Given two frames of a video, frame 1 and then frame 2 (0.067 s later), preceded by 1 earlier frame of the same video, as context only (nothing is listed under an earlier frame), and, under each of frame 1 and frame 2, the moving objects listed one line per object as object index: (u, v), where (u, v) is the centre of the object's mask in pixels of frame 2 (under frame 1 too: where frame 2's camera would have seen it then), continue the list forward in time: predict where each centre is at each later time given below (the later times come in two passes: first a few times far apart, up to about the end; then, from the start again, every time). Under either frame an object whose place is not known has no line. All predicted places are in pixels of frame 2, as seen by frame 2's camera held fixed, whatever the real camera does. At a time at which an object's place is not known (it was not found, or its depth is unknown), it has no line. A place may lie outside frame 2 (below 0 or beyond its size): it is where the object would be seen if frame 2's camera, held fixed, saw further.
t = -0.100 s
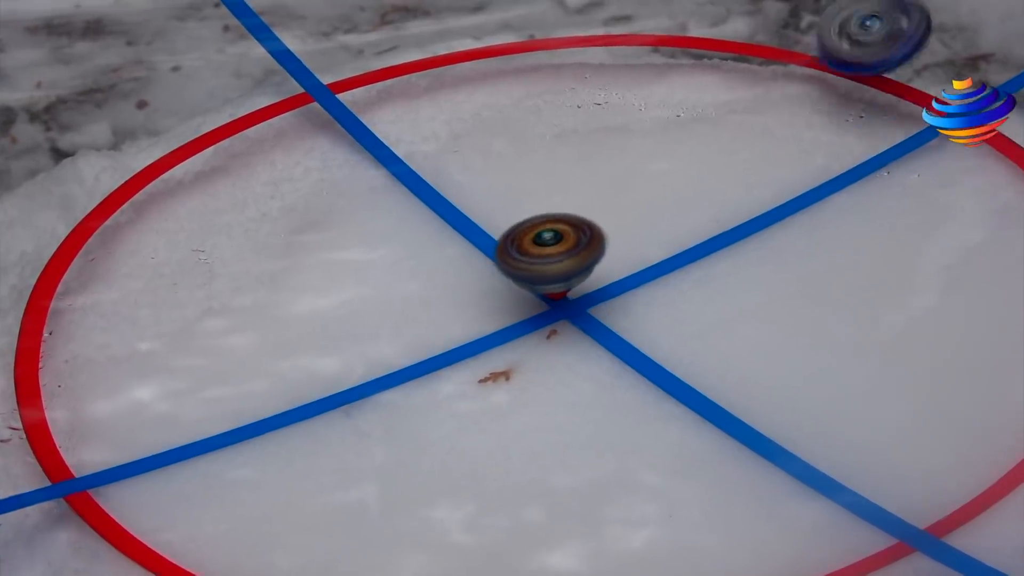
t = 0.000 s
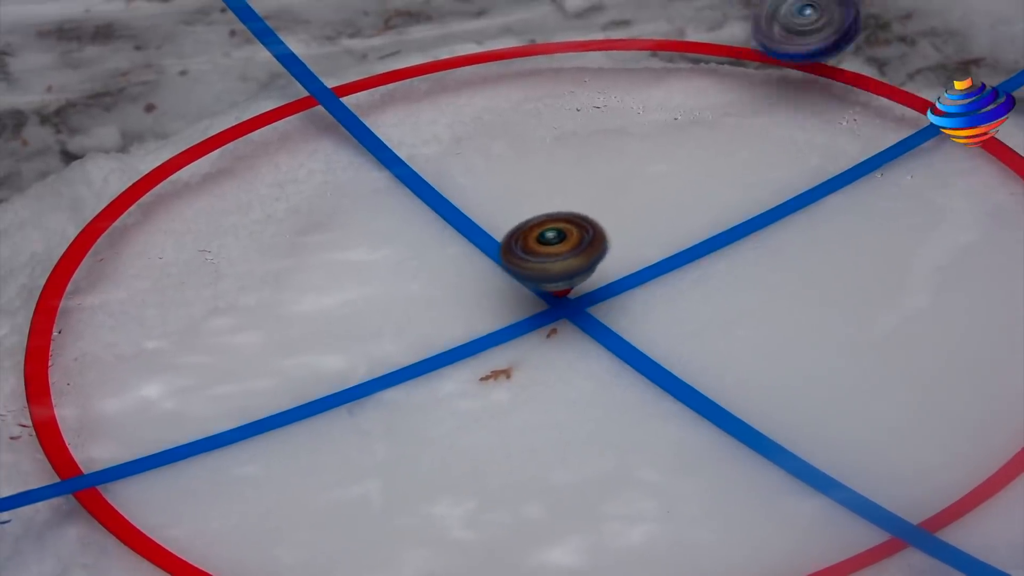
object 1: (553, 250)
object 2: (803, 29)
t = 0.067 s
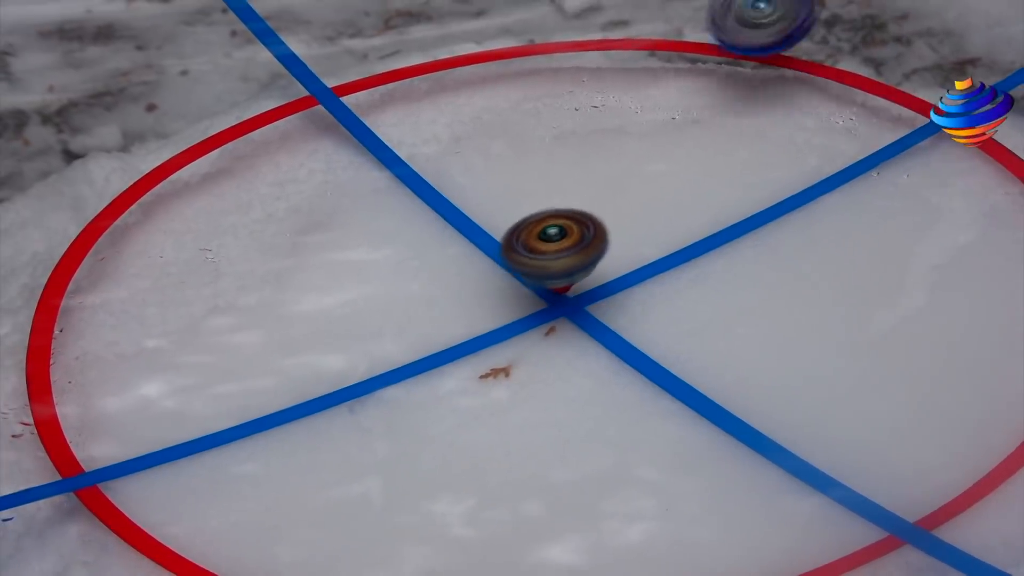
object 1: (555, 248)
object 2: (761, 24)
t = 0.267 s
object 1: (557, 242)
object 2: (629, 24)
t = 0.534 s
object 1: (557, 231)
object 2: (460, 58)
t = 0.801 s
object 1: (549, 223)
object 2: (343, 146)
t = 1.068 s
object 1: (539, 219)
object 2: (316, 254)
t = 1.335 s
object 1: (530, 219)
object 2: (392, 351)
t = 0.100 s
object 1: (556, 247)
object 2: (739, 23)
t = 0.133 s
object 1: (557, 245)
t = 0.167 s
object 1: (557, 244)
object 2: (695, 22)
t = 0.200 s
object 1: (557, 243)
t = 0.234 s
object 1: (558, 242)
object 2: (650, 23)
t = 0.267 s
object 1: (557, 242)
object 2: (629, 24)
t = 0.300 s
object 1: (558, 240)
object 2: (605, 25)
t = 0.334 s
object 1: (558, 239)
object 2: (585, 27)
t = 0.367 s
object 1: (558, 237)
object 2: (563, 30)
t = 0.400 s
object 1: (558, 236)
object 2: (542, 33)
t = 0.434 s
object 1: (558, 234)
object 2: (522, 37)
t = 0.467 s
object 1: (558, 233)
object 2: (500, 43)
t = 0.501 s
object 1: (558, 232)
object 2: (481, 51)
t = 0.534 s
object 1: (557, 231)
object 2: (460, 58)
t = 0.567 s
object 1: (556, 230)
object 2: (442, 68)
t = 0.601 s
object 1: (555, 229)
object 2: (425, 77)
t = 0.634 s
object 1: (554, 228)
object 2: (408, 85)
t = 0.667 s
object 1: (552, 227)
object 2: (393, 100)
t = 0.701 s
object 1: (552, 225)
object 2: (379, 110)
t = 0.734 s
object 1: (551, 225)
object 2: (365, 124)
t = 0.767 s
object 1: (550, 224)
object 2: (355, 136)
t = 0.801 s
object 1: (549, 223)
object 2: (343, 146)
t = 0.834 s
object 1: (548, 222)
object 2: (332, 159)
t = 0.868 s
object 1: (546, 222)
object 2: (325, 175)
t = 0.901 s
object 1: (545, 221)
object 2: (319, 187)
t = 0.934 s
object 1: (544, 221)
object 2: (315, 201)
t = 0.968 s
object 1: (542, 220)
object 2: (313, 213)
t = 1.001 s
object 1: (541, 220)
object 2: (311, 226)
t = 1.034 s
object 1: (540, 220)
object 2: (311, 239)
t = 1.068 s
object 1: (539, 219)
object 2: (316, 254)
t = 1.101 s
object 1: (537, 219)
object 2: (317, 267)
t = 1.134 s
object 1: (536, 218)
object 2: (322, 279)
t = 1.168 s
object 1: (535, 219)
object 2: (333, 295)
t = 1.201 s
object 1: (533, 219)
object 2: (339, 305)
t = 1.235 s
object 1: (533, 218)
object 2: (350, 317)
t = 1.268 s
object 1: (531, 219)
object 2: (366, 331)
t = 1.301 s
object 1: (530, 219)
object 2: (377, 341)
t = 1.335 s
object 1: (530, 219)
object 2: (392, 351)
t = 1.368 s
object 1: (529, 220)
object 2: (411, 362)
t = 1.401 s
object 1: (529, 220)
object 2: (430, 369)
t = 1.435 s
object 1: (529, 220)
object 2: (449, 376)
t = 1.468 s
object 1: (528, 220)
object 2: (469, 383)
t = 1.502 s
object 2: (493, 390)
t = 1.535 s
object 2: (513, 390)
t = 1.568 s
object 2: (534, 395)
